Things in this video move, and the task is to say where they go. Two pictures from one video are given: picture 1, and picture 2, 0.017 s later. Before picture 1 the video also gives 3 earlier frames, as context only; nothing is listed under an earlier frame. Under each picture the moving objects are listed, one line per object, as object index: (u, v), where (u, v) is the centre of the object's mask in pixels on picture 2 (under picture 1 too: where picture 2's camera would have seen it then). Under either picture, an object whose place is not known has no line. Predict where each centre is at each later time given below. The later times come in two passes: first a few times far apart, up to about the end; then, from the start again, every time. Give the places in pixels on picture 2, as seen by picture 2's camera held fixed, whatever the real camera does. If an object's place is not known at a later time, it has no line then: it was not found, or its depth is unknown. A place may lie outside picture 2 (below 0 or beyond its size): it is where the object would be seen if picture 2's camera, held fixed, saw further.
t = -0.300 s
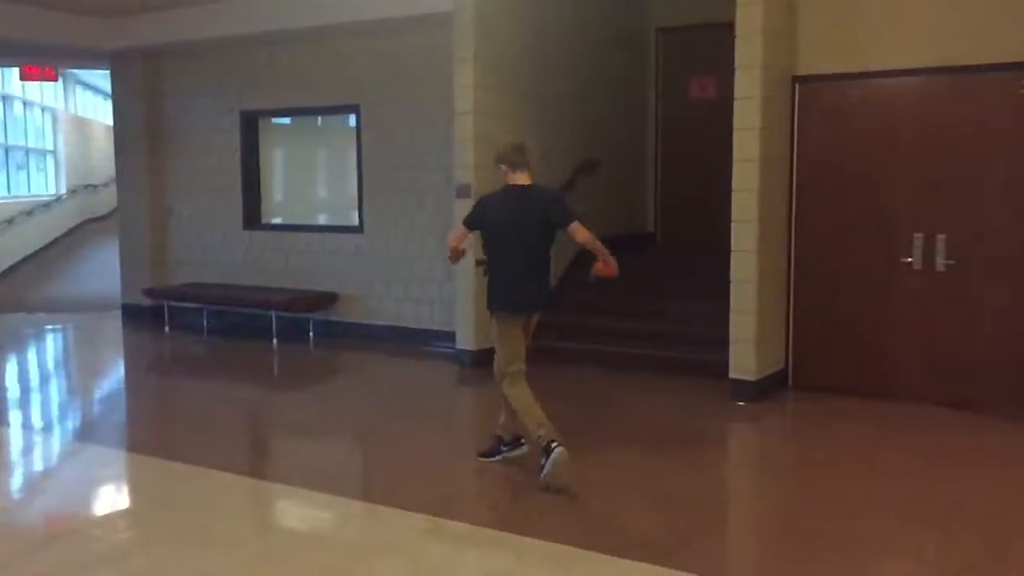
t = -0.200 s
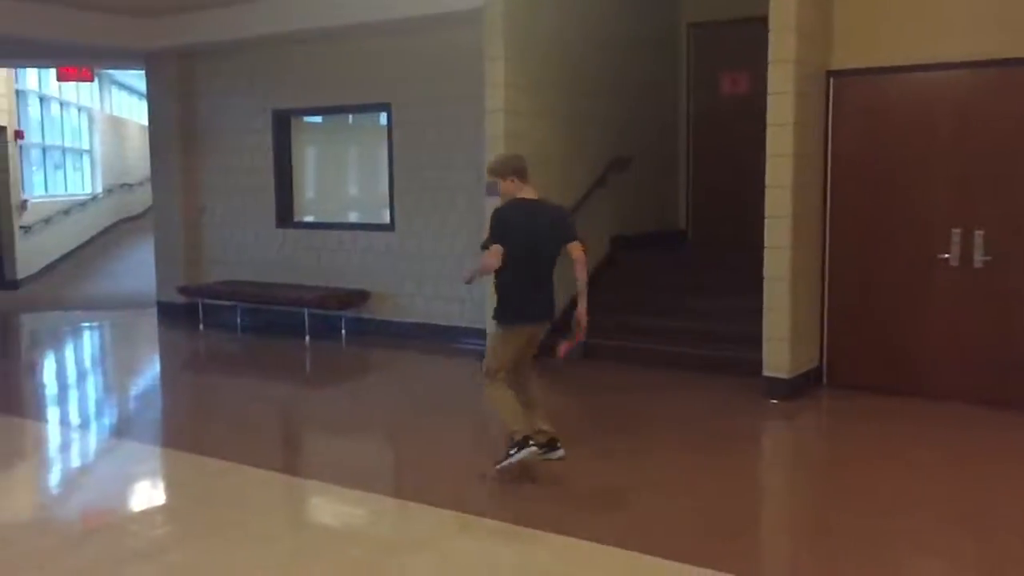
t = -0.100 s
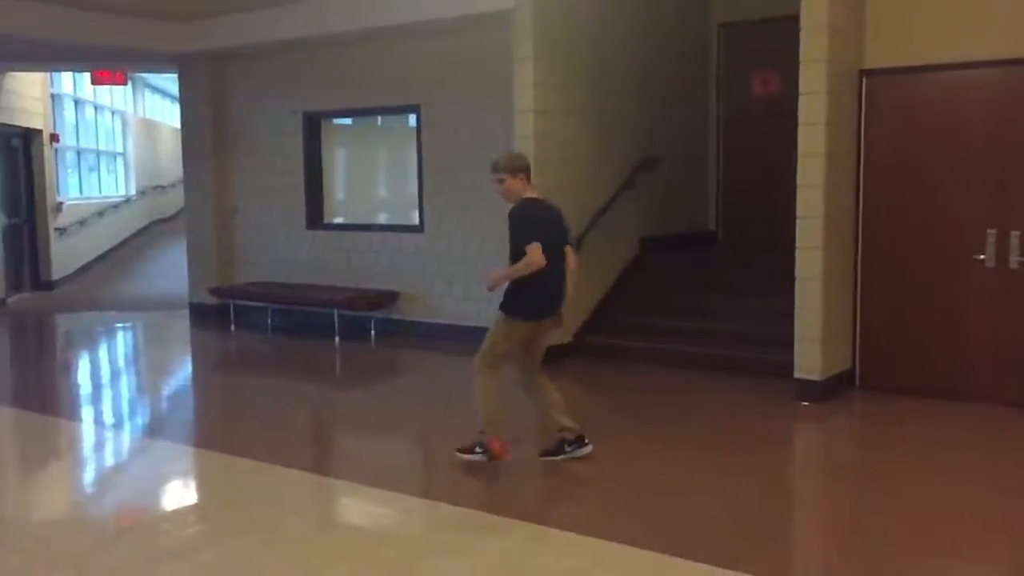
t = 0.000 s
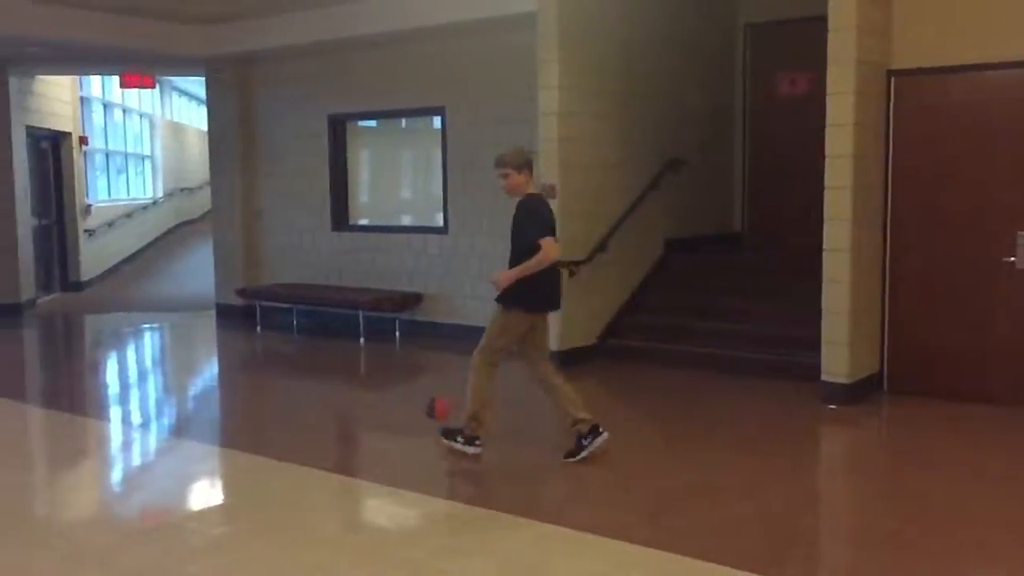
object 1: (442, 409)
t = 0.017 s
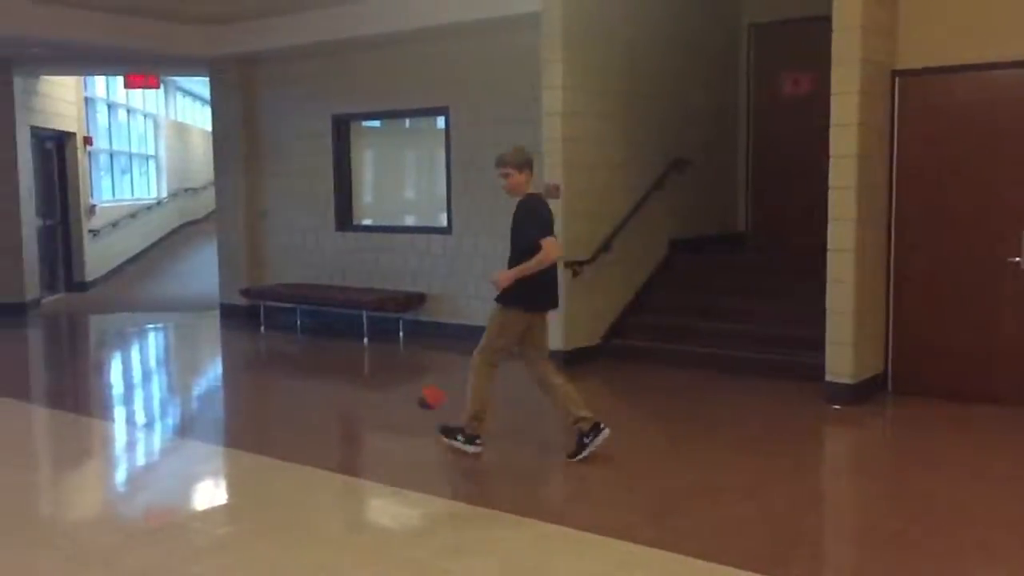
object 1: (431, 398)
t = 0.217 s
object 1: (280, 309)
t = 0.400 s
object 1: (156, 295)
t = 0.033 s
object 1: (418, 385)
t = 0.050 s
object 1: (402, 376)
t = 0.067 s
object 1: (387, 370)
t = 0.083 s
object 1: (381, 362)
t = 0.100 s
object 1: (367, 350)
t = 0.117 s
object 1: (354, 340)
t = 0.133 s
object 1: (340, 334)
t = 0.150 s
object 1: (323, 327)
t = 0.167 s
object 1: (314, 325)
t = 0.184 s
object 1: (304, 322)
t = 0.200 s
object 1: (294, 315)
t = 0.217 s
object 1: (280, 309)
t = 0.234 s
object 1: (266, 303)
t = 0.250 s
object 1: (252, 299)
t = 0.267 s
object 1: (239, 301)
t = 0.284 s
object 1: (233, 300)
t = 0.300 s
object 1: (220, 296)
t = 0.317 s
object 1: (207, 294)
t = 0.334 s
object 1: (199, 293)
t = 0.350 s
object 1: (186, 293)
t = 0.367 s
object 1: (176, 293)
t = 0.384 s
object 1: (165, 295)
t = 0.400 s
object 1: (156, 295)
